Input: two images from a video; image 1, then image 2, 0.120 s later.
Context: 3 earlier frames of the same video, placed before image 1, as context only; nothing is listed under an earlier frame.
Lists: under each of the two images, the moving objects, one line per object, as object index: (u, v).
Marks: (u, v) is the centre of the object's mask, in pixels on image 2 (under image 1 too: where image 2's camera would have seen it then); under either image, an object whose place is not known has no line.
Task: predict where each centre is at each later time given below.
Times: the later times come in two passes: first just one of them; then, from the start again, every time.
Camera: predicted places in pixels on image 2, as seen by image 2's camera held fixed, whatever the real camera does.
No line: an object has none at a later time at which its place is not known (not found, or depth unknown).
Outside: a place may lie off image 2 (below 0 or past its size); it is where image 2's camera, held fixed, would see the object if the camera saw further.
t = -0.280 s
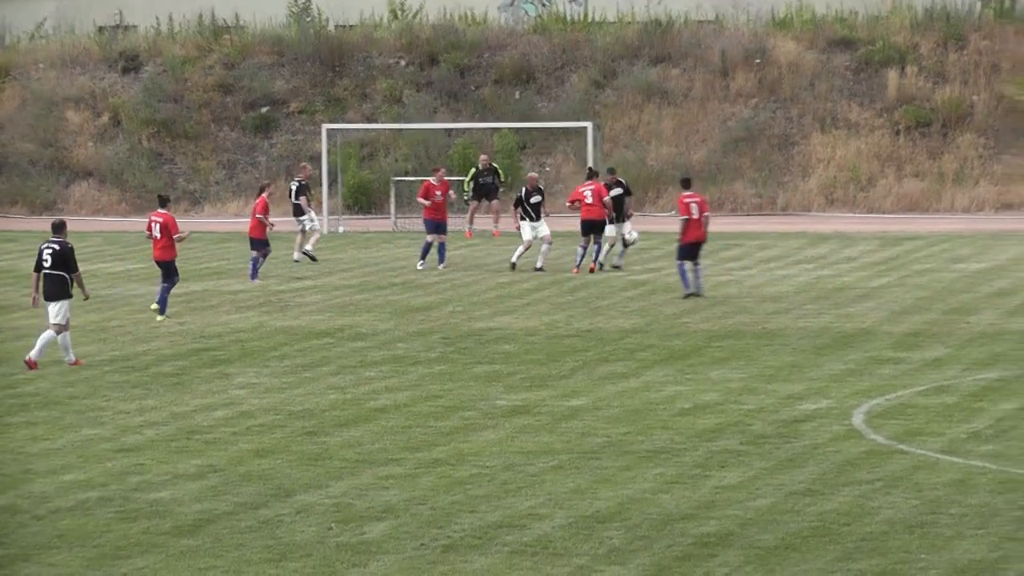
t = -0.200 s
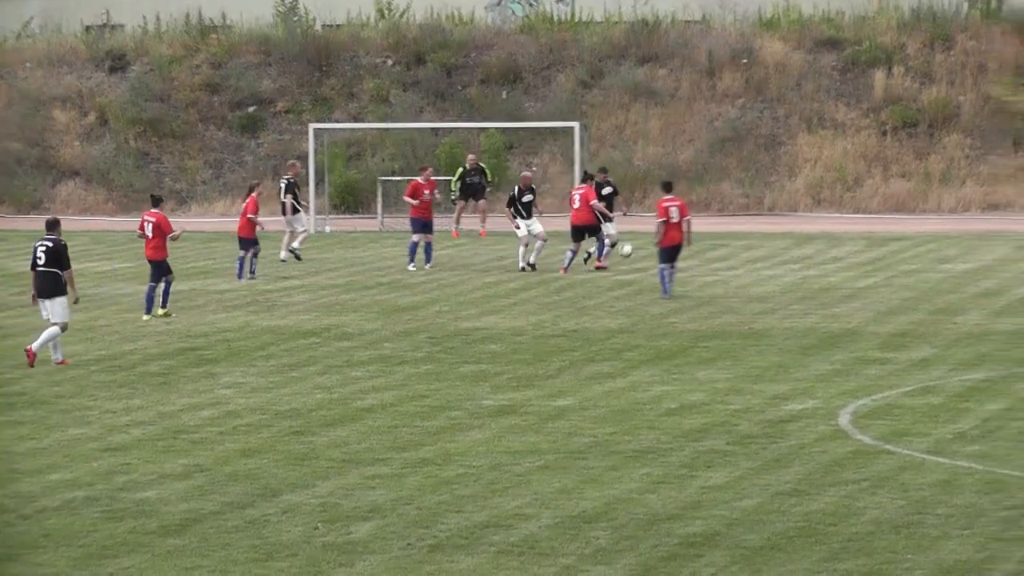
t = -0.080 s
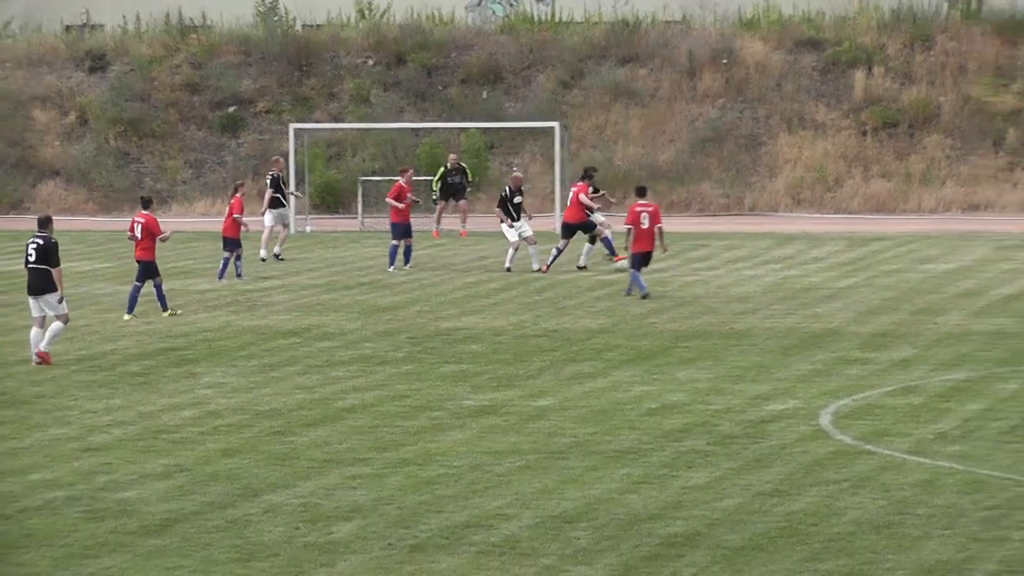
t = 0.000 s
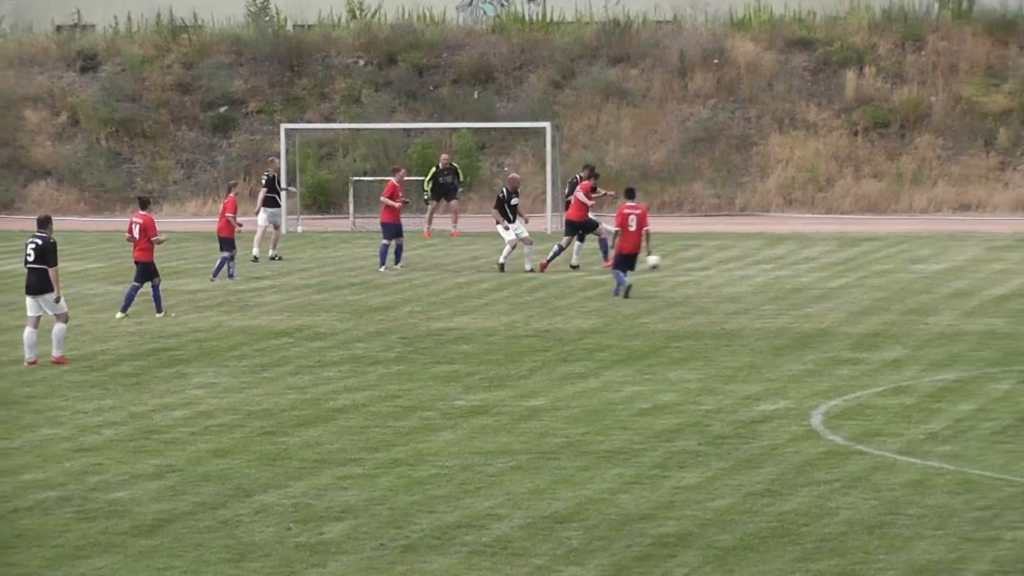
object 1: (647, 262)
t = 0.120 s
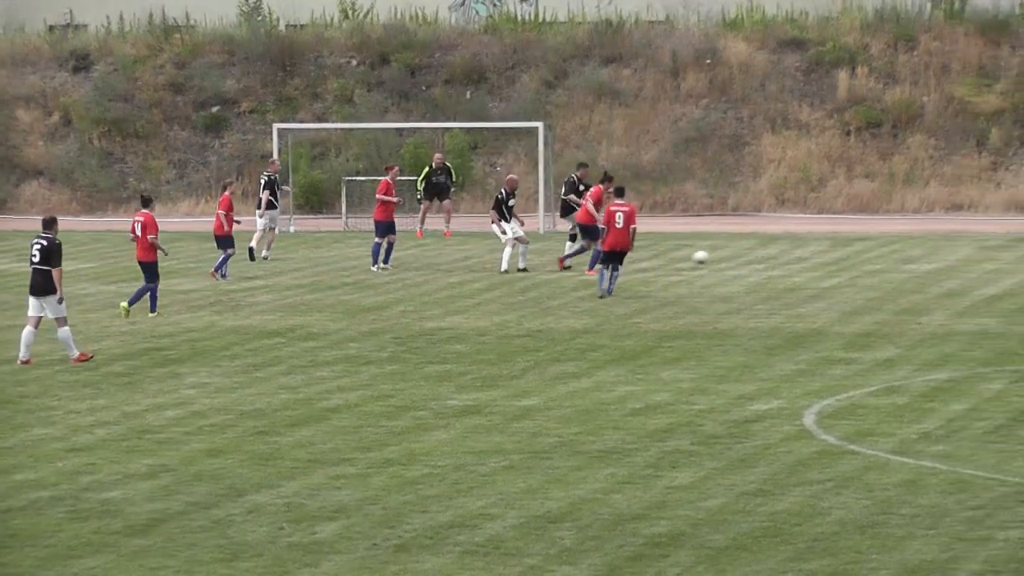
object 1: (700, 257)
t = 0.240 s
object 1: (753, 261)
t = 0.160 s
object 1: (718, 256)
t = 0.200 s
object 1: (736, 259)
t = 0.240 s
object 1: (753, 261)
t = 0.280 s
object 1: (769, 263)
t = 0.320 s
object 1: (785, 260)
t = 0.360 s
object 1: (799, 258)
